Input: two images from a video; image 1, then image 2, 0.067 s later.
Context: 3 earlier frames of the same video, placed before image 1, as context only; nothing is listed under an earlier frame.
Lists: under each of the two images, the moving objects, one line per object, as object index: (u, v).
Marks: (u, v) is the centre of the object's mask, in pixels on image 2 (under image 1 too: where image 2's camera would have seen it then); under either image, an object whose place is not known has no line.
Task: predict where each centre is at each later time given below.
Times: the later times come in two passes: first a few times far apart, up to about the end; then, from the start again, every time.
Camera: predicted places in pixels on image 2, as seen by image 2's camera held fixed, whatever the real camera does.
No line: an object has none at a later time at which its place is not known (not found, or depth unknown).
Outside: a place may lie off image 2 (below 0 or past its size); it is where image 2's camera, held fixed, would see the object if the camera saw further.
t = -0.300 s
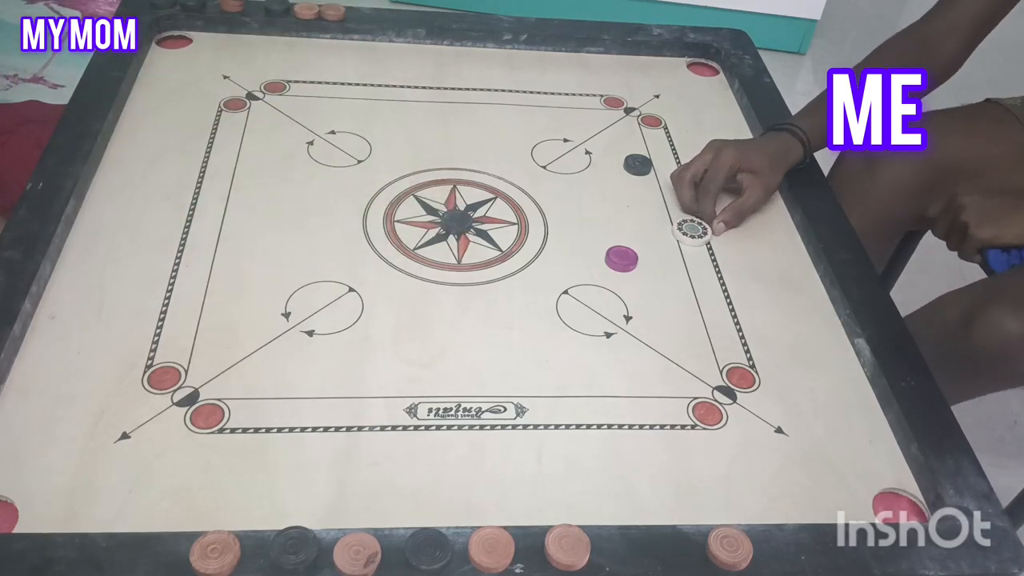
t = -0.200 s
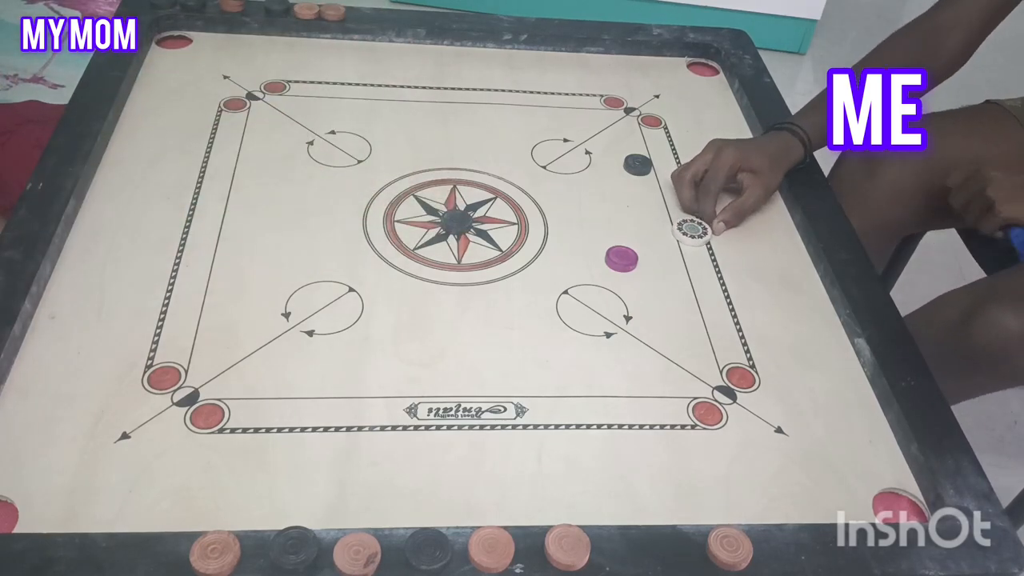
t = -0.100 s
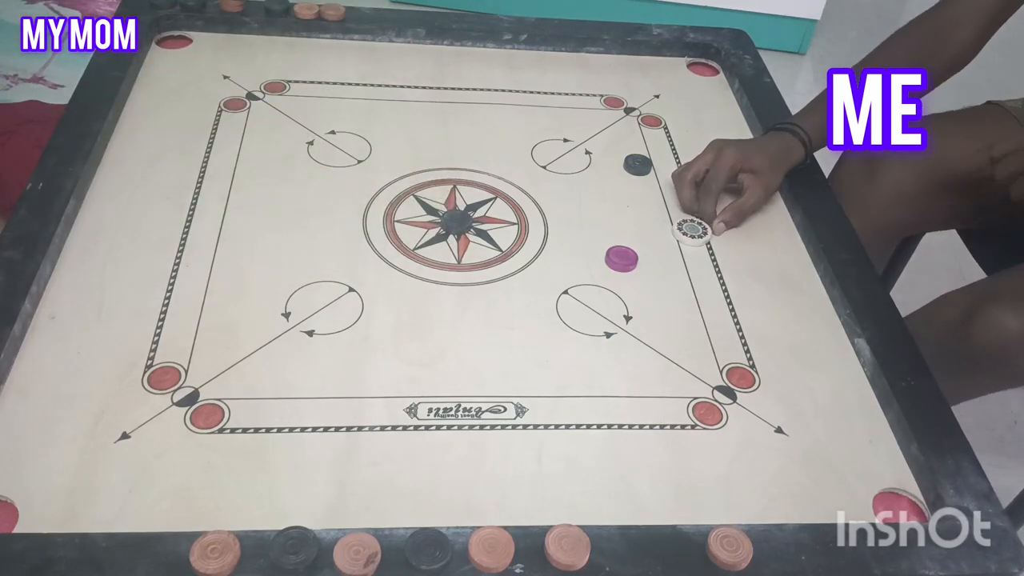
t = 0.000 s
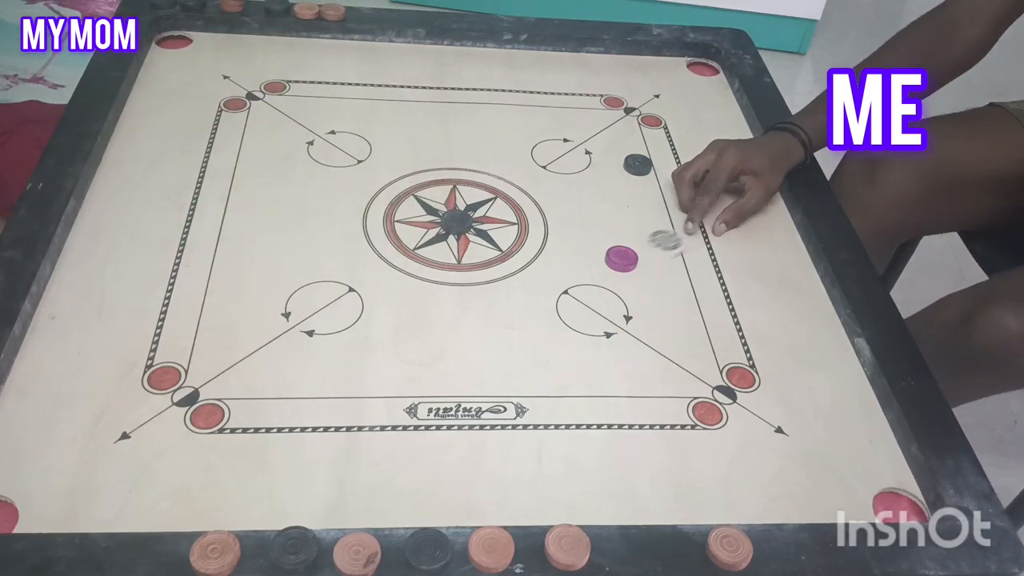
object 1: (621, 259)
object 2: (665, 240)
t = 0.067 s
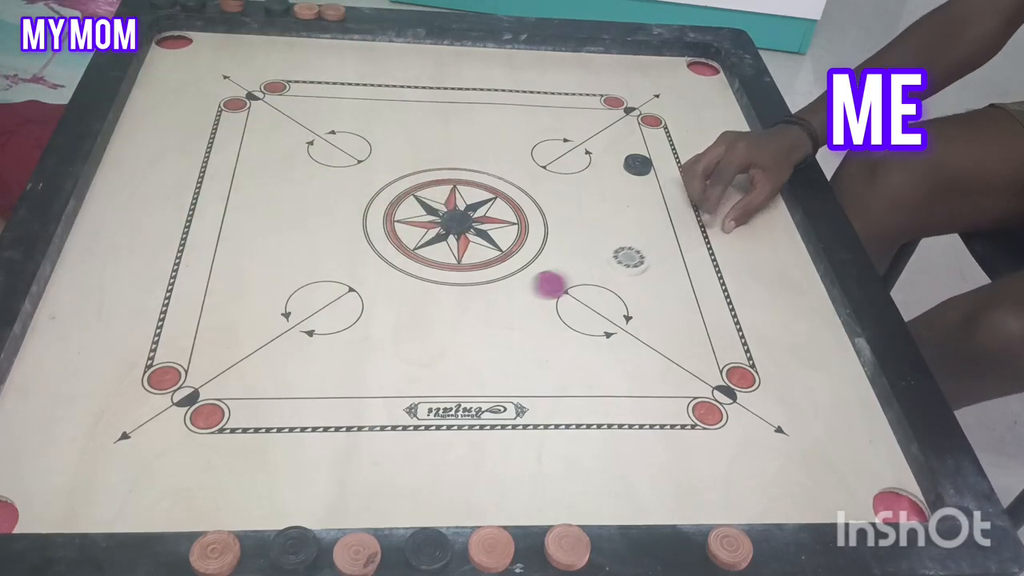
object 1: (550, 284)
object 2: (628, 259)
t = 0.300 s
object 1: (201, 425)
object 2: (544, 308)
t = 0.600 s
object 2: (459, 379)
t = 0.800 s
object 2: (415, 436)
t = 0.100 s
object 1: (507, 301)
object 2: (616, 265)
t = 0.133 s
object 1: (458, 320)
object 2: (603, 272)
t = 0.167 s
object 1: (411, 339)
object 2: (590, 279)
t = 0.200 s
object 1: (362, 358)
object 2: (578, 286)
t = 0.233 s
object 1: (308, 380)
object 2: (567, 293)
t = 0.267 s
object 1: (256, 402)
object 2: (555, 300)
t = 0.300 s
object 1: (201, 425)
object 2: (544, 308)
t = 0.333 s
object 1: (143, 451)
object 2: (532, 315)
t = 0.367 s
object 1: (88, 475)
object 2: (522, 323)
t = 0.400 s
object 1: (27, 501)
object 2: (512, 330)
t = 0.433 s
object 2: (502, 339)
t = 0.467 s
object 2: (493, 346)
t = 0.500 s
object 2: (484, 354)
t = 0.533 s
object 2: (475, 363)
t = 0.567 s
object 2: (467, 371)
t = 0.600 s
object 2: (459, 379)
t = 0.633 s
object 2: (450, 389)
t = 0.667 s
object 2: (443, 398)
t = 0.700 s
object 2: (435, 407)
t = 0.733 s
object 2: (428, 417)
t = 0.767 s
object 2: (422, 425)
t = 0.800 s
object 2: (415, 436)
